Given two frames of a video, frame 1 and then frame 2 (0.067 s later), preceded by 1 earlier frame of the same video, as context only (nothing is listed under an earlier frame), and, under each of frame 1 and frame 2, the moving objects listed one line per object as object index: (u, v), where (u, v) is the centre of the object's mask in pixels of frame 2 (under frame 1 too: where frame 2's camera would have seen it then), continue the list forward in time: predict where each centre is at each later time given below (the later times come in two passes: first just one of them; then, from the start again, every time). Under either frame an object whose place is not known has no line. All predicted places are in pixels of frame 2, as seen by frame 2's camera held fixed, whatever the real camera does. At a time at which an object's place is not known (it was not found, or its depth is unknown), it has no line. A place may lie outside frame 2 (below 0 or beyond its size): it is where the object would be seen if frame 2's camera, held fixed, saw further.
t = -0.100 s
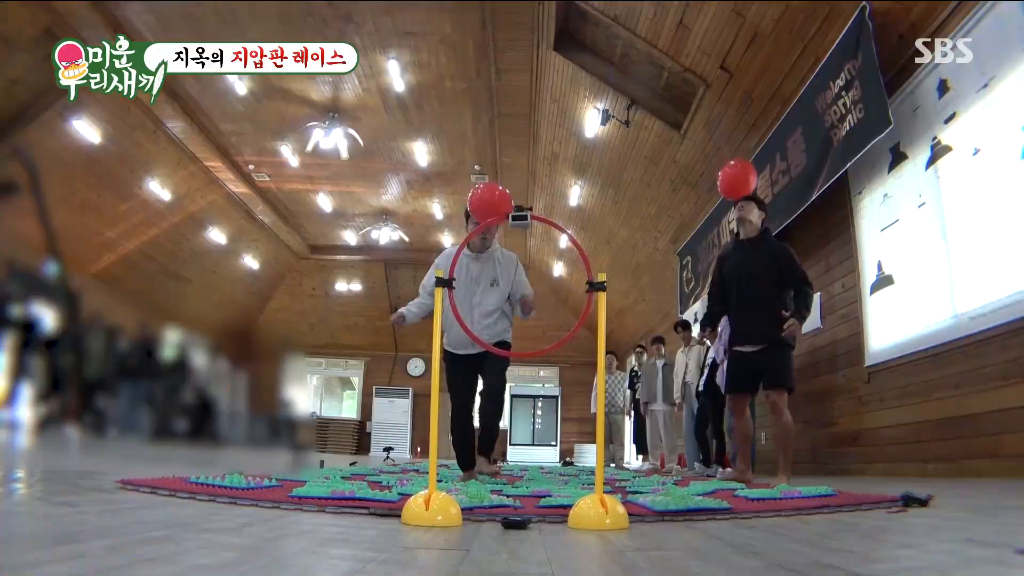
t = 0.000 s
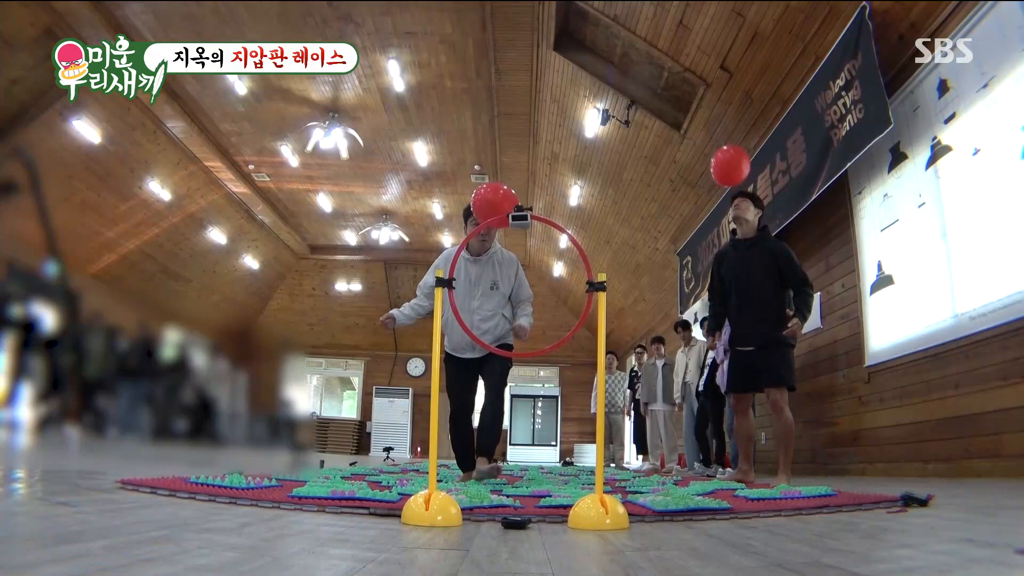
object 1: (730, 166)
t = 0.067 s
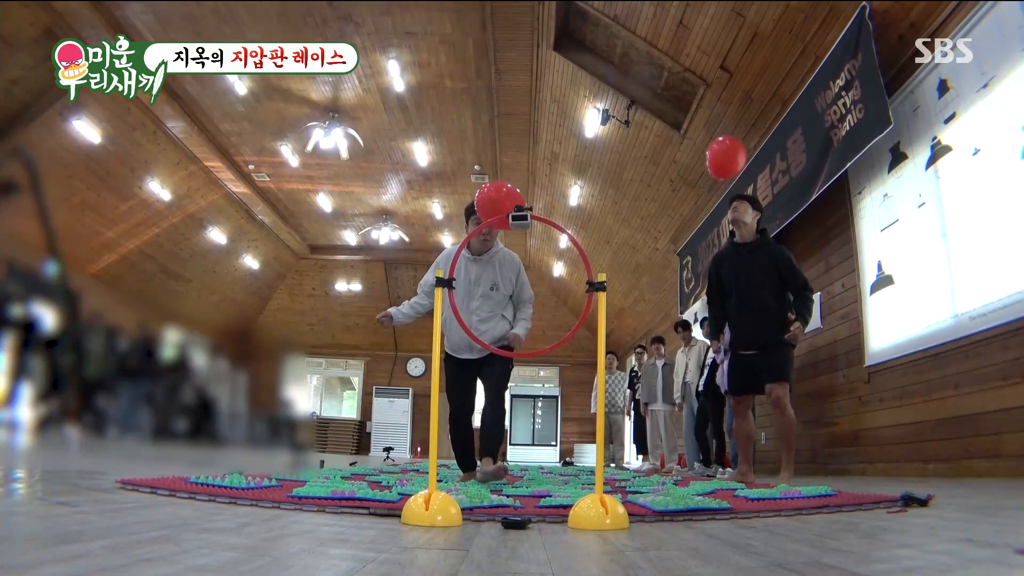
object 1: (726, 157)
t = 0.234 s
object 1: (713, 143)
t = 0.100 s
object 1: (723, 154)
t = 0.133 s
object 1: (721, 151)
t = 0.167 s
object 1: (718, 148)
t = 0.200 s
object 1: (716, 145)
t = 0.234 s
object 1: (713, 143)
